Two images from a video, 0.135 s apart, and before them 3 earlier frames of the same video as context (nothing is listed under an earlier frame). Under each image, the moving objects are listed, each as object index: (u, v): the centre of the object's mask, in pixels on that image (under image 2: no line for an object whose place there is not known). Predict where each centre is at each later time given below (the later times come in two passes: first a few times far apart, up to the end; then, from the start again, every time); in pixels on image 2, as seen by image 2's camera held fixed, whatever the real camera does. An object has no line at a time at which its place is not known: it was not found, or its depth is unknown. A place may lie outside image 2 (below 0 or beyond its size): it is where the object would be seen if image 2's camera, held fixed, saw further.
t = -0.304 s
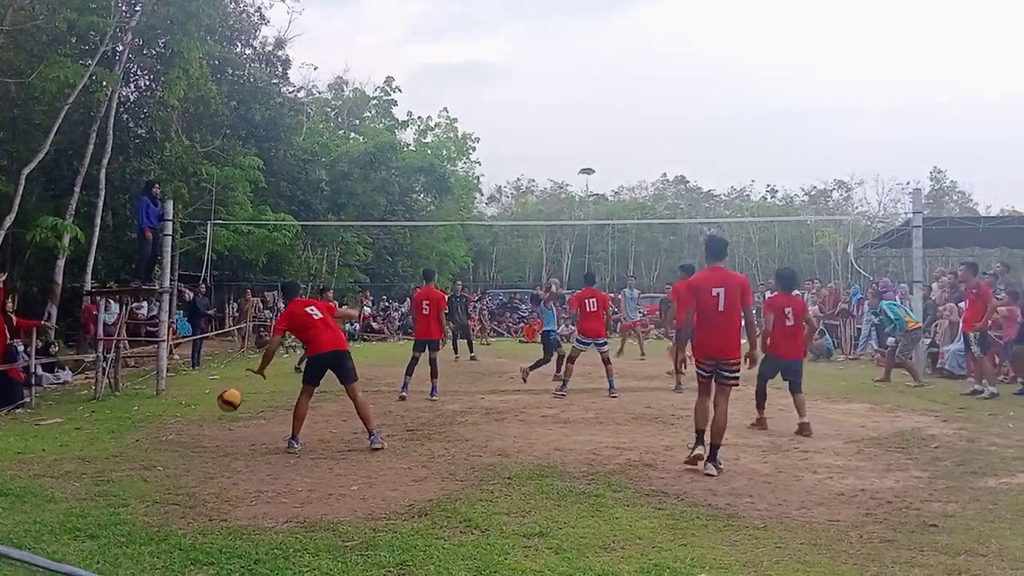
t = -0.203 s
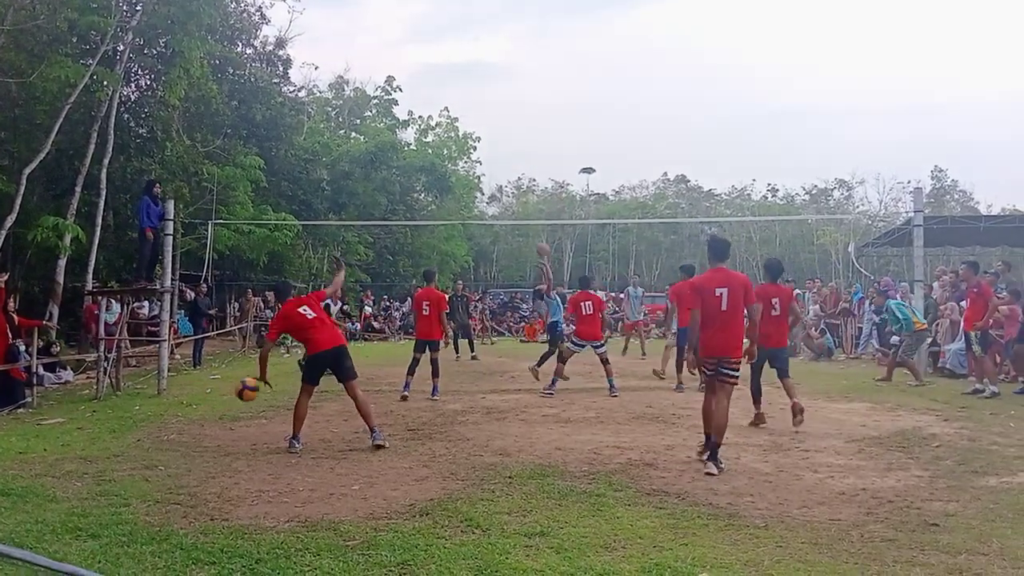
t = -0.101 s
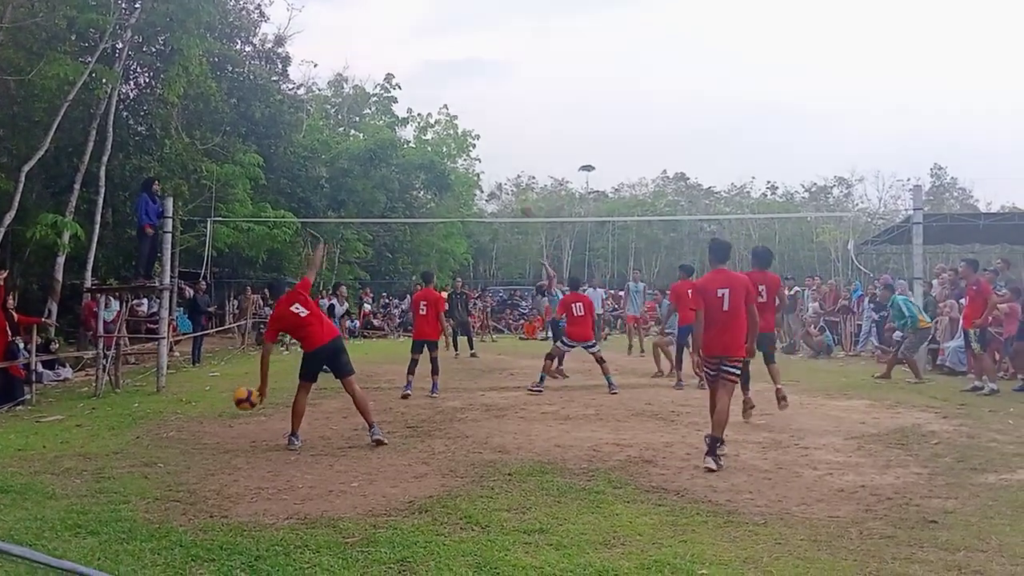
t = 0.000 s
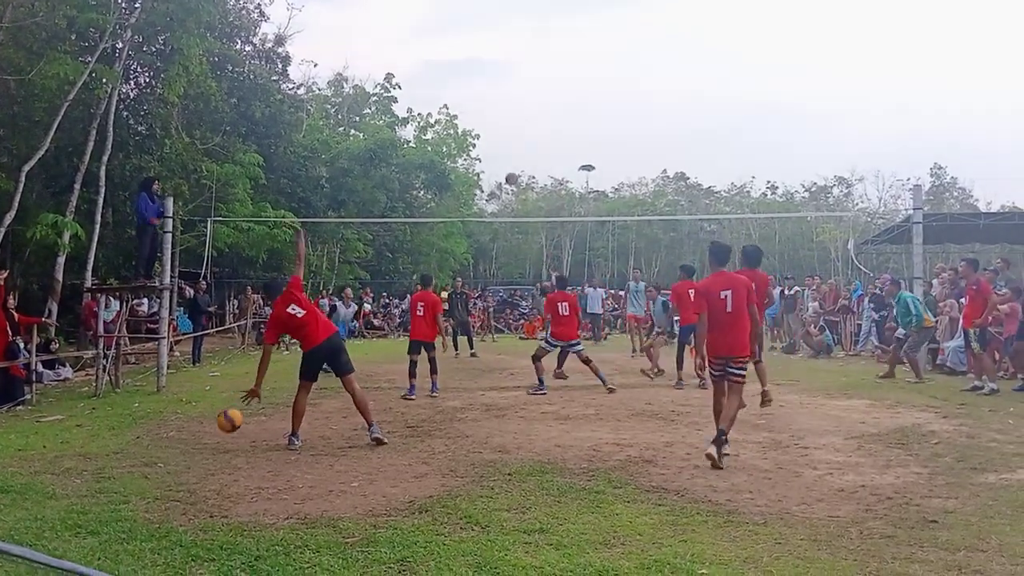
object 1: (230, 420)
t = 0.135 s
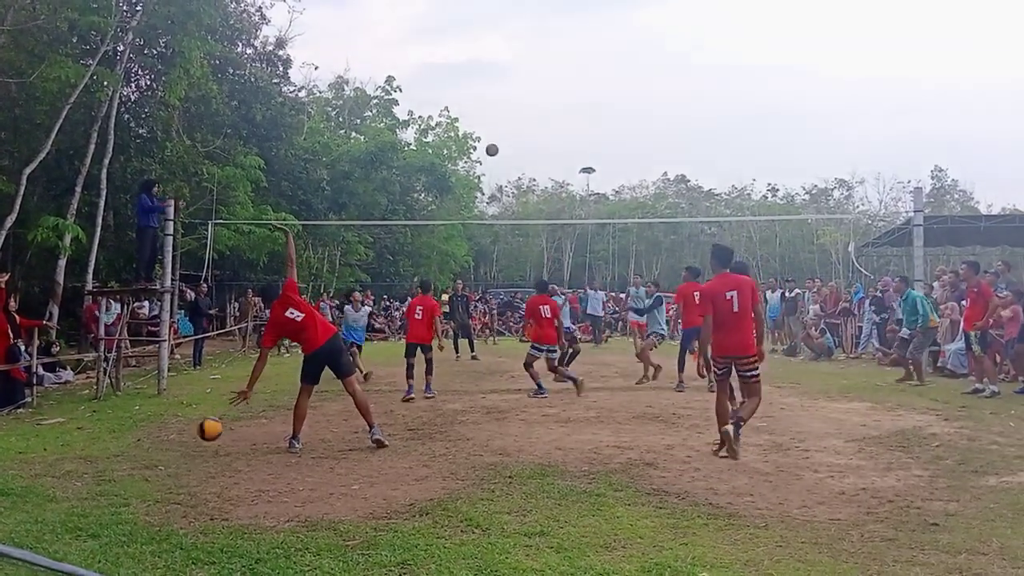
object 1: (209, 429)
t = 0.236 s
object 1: (196, 416)
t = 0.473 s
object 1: (166, 433)
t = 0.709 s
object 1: (129, 442)
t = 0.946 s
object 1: (87, 463)
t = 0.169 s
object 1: (205, 423)
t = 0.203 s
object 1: (201, 419)
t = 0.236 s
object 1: (196, 416)
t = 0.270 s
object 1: (192, 415)
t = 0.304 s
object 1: (189, 414)
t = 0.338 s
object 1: (184, 415)
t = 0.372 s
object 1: (179, 417)
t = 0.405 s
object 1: (175, 421)
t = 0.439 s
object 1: (170, 426)
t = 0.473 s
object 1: (166, 433)
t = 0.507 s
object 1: (162, 441)
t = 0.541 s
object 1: (157, 451)
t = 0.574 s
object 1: (151, 454)
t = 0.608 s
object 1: (146, 448)
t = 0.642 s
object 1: (140, 444)
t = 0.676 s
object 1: (134, 443)
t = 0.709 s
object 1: (129, 442)
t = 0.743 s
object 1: (123, 443)
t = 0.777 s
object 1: (118, 445)
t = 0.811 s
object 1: (112, 448)
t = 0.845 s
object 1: (105, 454)
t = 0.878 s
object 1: (99, 462)
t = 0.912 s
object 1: (94, 468)
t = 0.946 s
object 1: (87, 463)
